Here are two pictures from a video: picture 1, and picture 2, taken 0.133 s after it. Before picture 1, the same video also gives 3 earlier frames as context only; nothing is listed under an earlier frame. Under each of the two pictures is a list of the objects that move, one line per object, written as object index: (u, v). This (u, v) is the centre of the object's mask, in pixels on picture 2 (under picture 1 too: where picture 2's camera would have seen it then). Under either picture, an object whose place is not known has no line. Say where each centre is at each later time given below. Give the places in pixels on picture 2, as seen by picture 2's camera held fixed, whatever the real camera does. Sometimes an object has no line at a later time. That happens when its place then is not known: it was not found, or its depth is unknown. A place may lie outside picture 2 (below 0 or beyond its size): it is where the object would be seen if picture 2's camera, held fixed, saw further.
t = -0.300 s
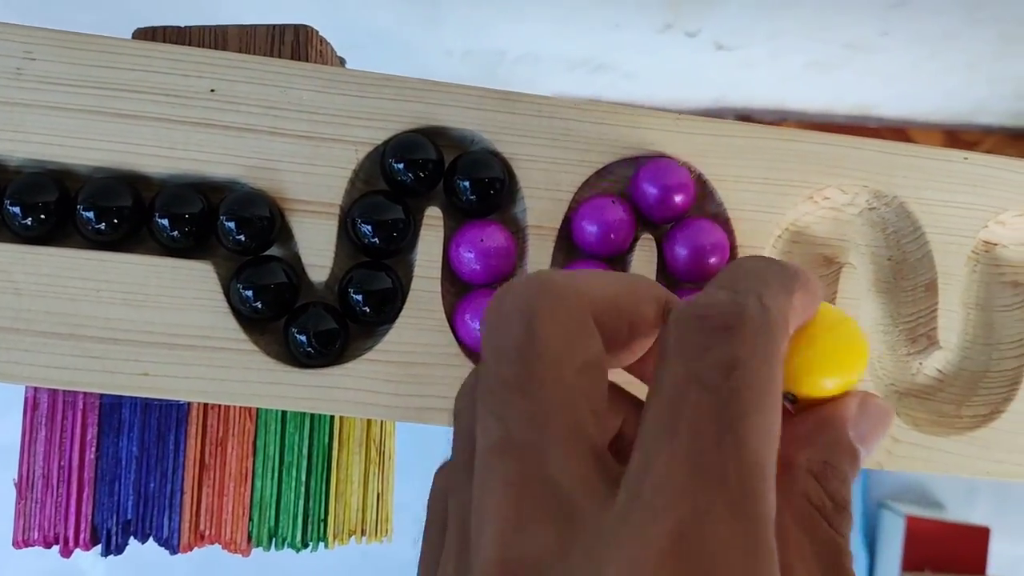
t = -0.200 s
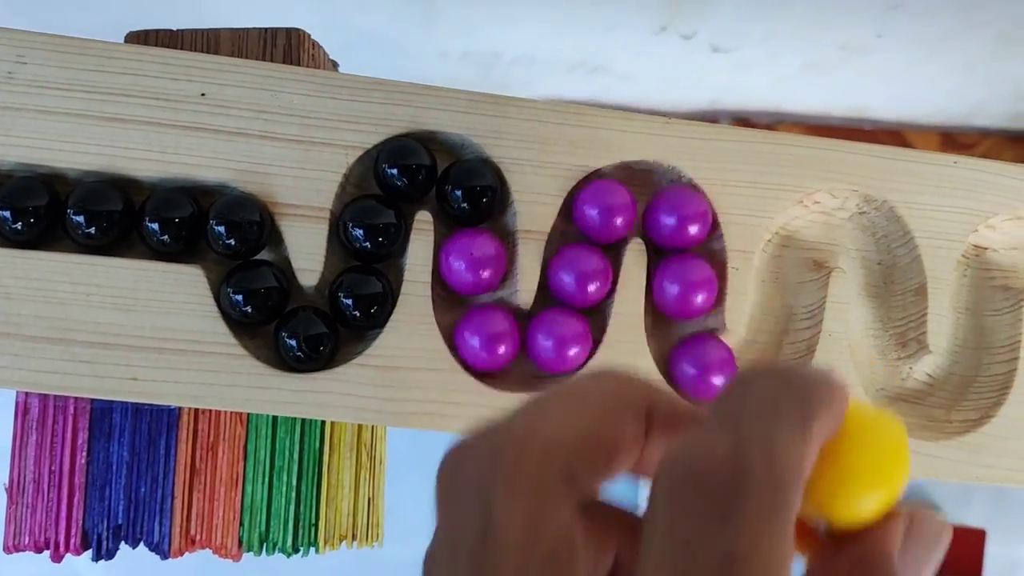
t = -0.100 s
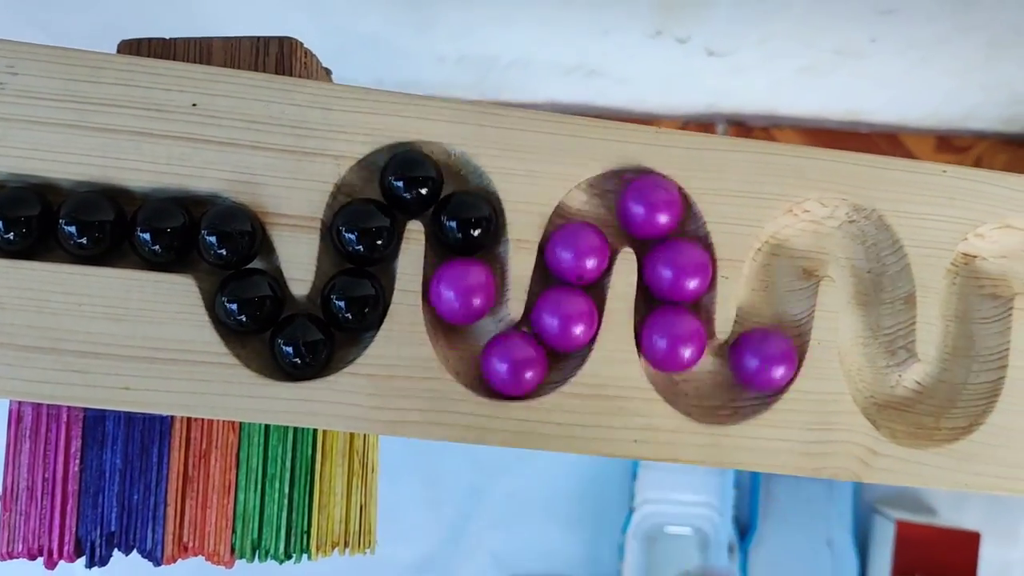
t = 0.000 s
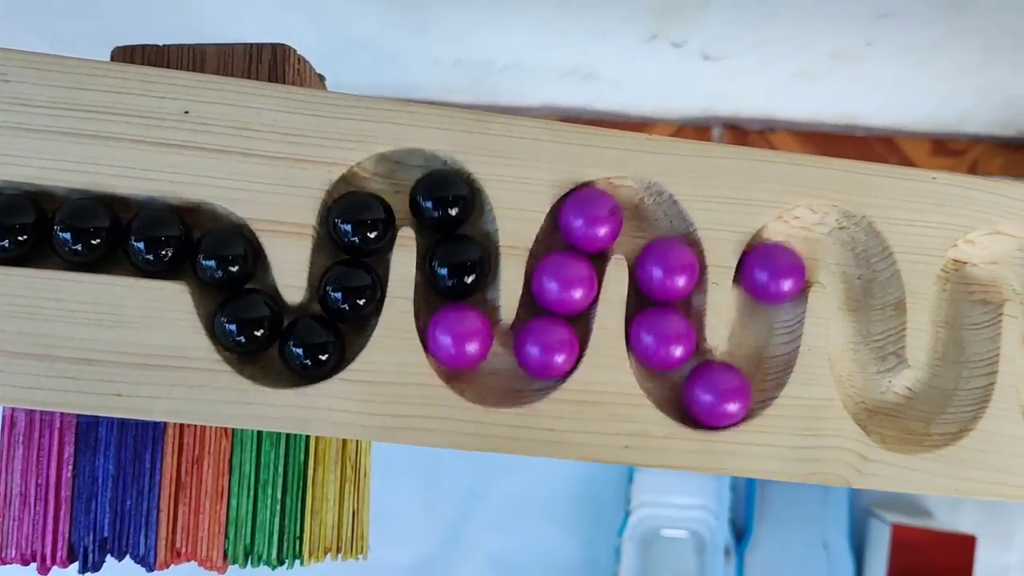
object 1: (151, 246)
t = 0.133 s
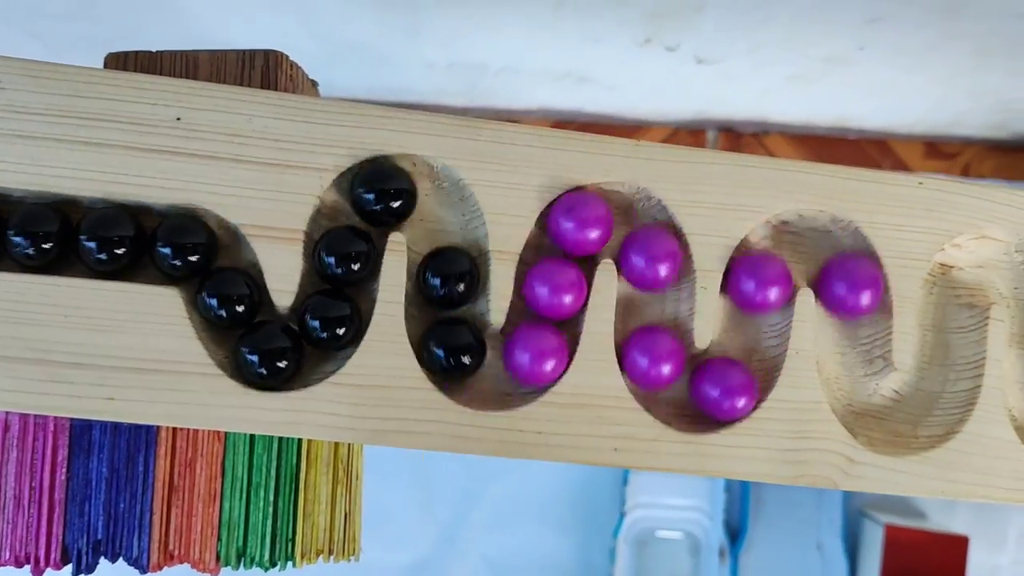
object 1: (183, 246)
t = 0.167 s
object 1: (202, 246)
